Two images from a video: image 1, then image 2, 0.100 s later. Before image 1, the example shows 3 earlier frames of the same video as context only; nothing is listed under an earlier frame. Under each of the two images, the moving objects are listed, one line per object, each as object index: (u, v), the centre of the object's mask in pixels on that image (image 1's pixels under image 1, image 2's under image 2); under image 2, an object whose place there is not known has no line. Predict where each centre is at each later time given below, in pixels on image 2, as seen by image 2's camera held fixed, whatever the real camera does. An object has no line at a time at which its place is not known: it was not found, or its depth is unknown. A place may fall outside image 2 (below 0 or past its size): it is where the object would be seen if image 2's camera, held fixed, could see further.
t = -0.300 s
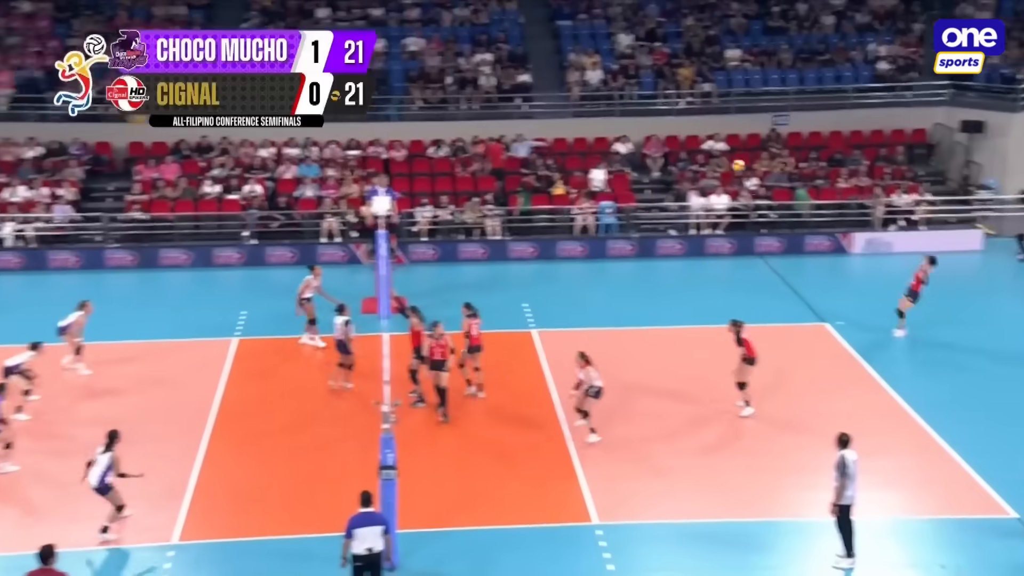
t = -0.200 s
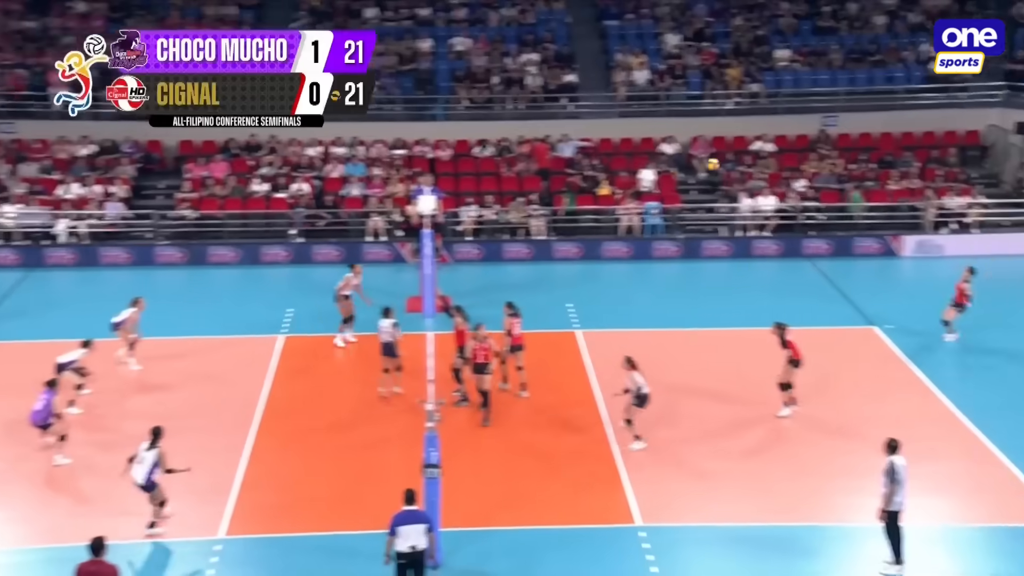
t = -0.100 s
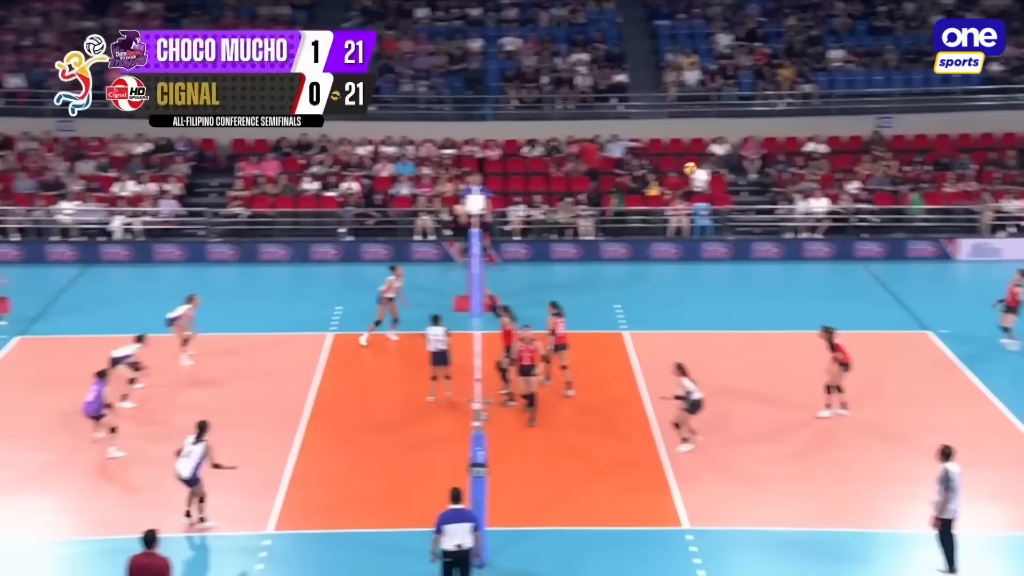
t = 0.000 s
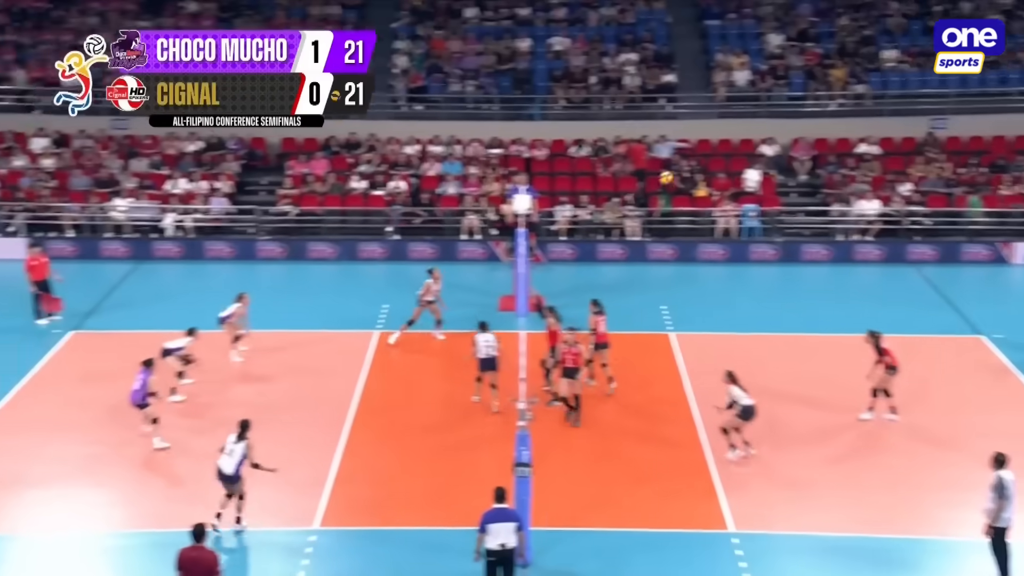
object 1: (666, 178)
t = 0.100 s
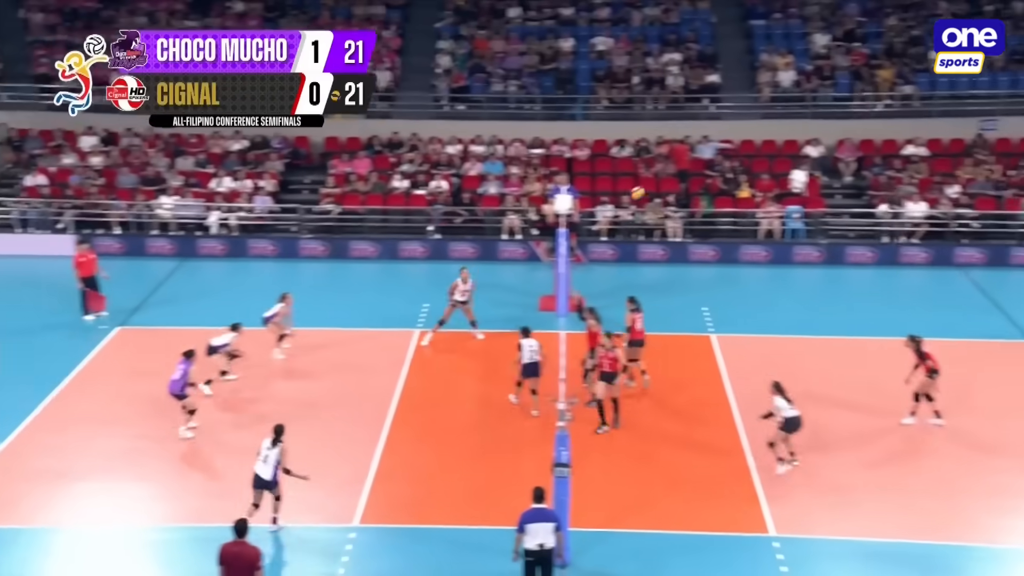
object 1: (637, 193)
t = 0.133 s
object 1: (614, 199)
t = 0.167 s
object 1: (592, 205)
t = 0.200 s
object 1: (569, 213)
